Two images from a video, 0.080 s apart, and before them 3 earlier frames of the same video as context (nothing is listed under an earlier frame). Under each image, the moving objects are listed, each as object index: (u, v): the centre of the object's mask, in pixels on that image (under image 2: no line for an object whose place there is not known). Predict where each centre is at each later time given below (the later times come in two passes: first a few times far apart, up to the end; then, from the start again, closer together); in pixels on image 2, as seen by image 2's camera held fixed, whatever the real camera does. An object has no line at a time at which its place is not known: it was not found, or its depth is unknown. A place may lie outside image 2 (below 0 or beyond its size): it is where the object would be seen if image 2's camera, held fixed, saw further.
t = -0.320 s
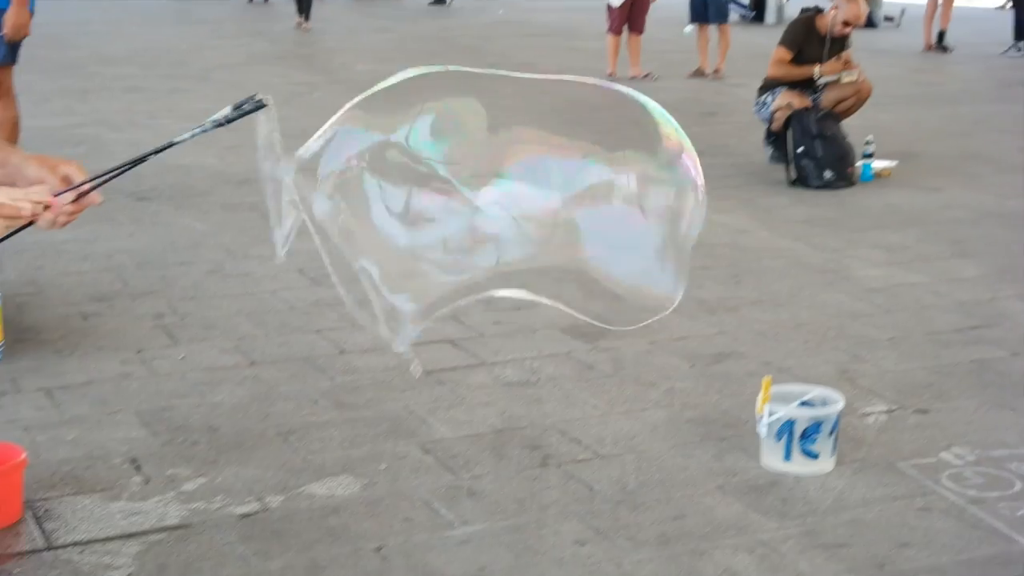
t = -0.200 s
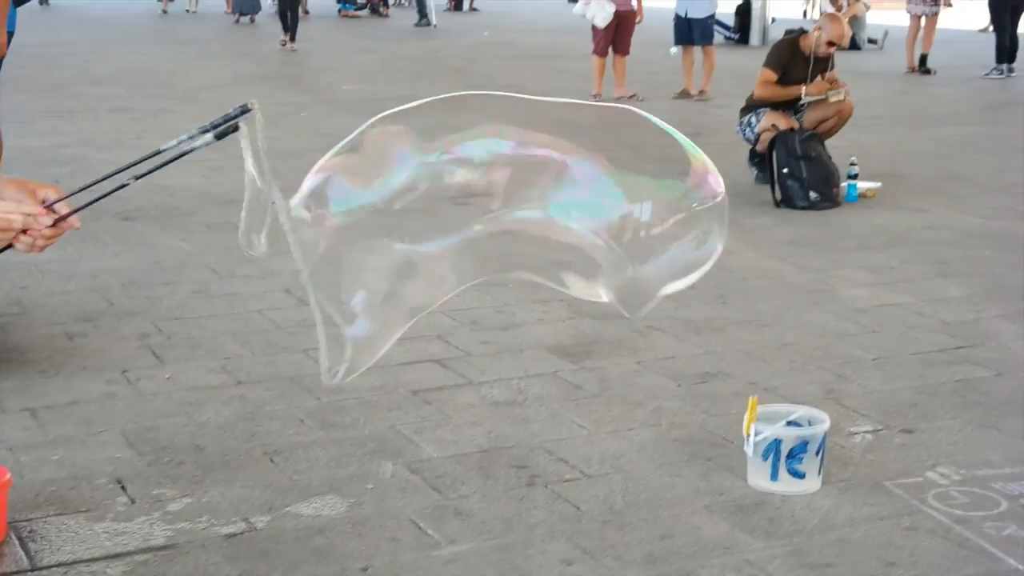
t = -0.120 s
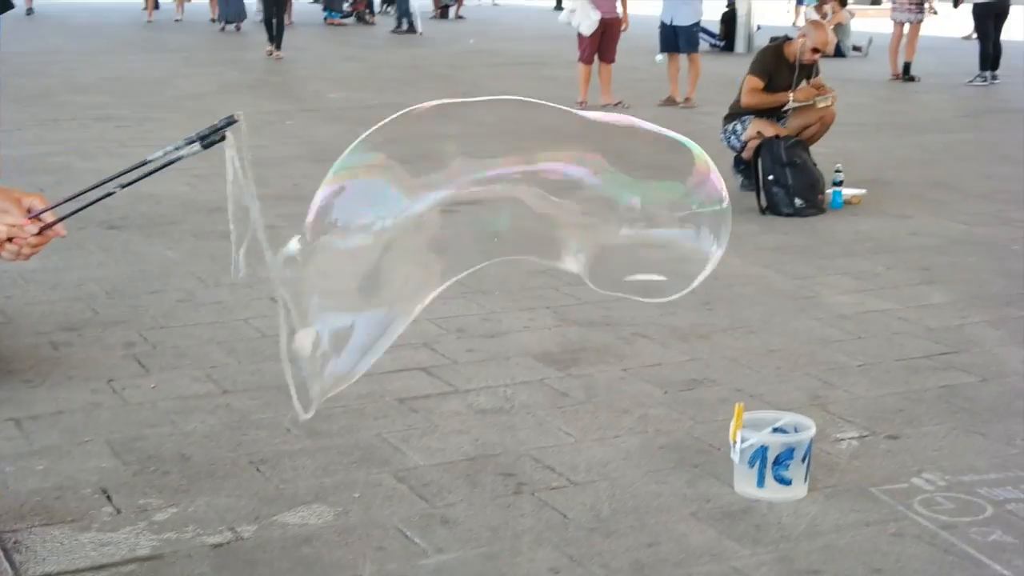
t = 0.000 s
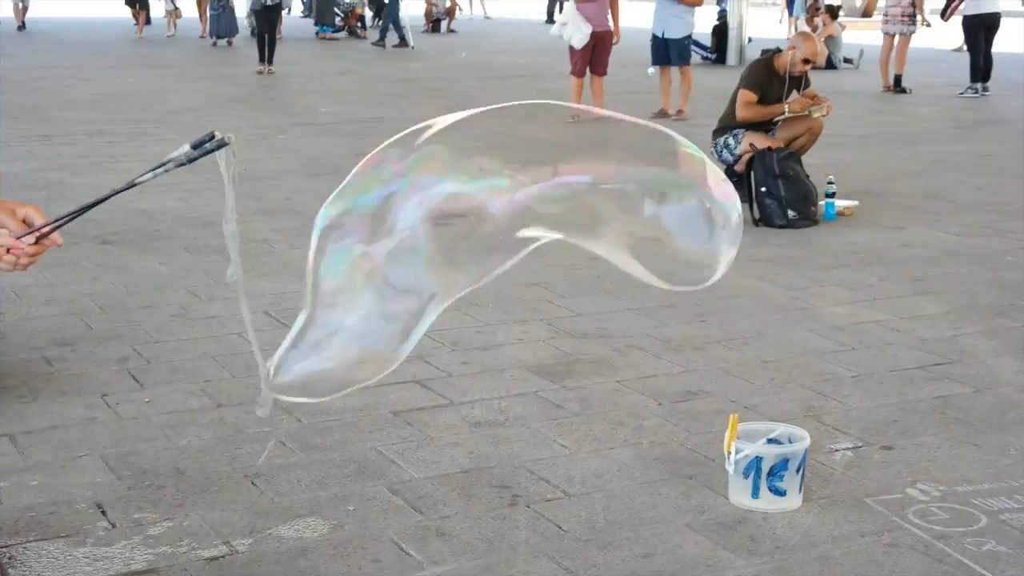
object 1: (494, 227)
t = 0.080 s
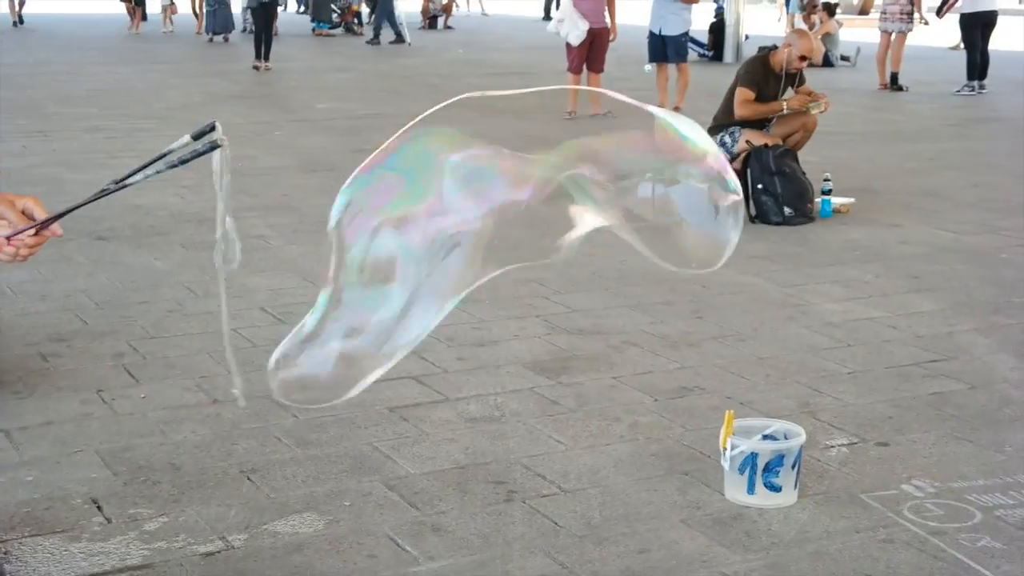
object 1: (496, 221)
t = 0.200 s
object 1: (523, 207)
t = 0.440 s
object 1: (577, 206)
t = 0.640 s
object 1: (663, 196)
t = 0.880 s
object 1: (817, 176)
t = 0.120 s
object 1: (501, 221)
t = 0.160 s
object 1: (511, 214)
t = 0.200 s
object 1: (523, 207)
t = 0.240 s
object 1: (528, 209)
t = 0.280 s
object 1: (536, 209)
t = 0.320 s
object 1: (546, 207)
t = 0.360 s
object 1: (554, 208)
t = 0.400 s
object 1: (563, 210)
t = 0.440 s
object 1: (577, 206)
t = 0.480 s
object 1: (592, 200)
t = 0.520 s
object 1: (610, 198)
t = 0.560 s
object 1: (629, 192)
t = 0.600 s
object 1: (647, 191)
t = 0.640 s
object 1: (663, 196)
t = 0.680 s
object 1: (686, 191)
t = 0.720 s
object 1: (709, 183)
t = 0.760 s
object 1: (732, 186)
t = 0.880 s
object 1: (817, 176)
